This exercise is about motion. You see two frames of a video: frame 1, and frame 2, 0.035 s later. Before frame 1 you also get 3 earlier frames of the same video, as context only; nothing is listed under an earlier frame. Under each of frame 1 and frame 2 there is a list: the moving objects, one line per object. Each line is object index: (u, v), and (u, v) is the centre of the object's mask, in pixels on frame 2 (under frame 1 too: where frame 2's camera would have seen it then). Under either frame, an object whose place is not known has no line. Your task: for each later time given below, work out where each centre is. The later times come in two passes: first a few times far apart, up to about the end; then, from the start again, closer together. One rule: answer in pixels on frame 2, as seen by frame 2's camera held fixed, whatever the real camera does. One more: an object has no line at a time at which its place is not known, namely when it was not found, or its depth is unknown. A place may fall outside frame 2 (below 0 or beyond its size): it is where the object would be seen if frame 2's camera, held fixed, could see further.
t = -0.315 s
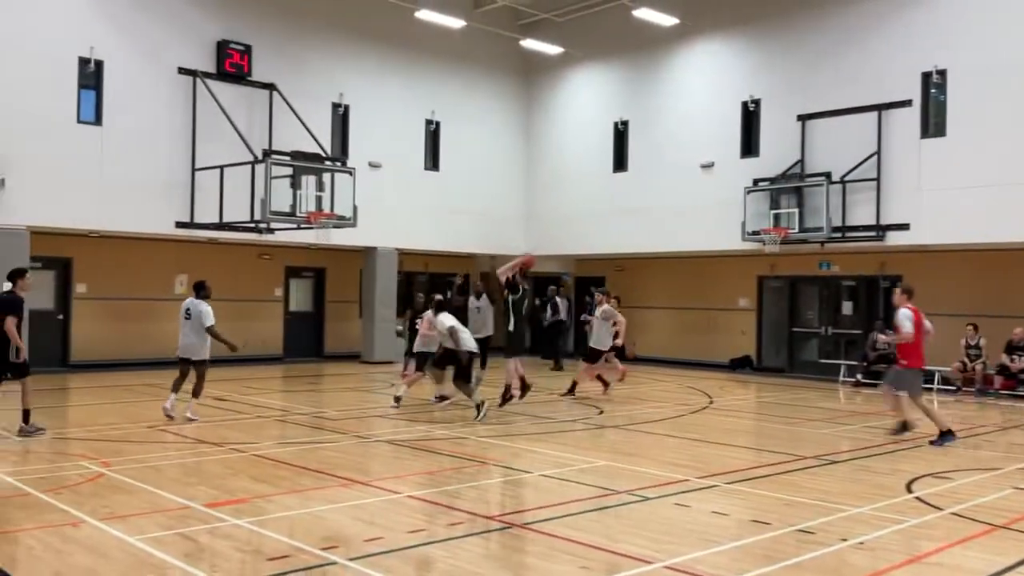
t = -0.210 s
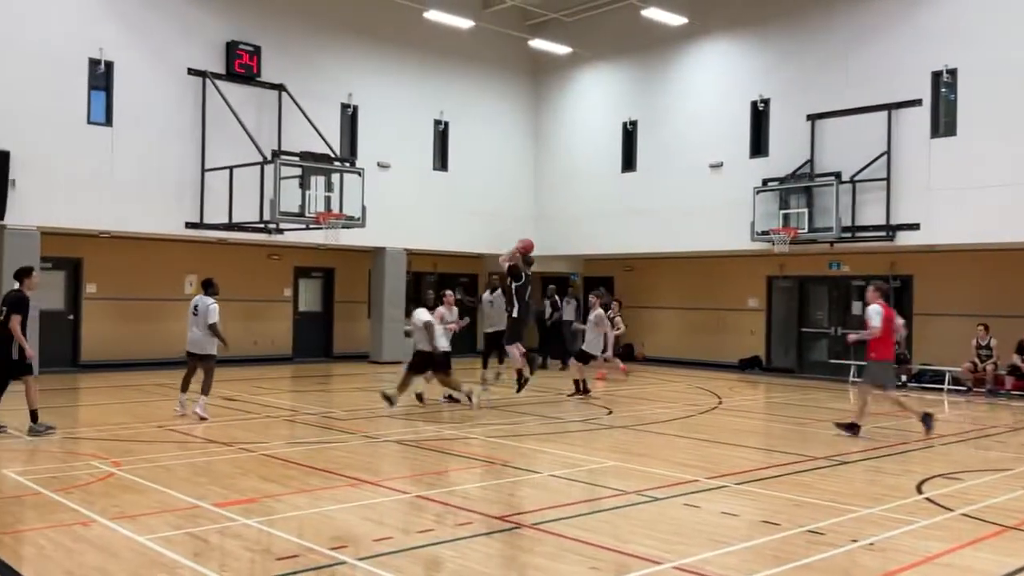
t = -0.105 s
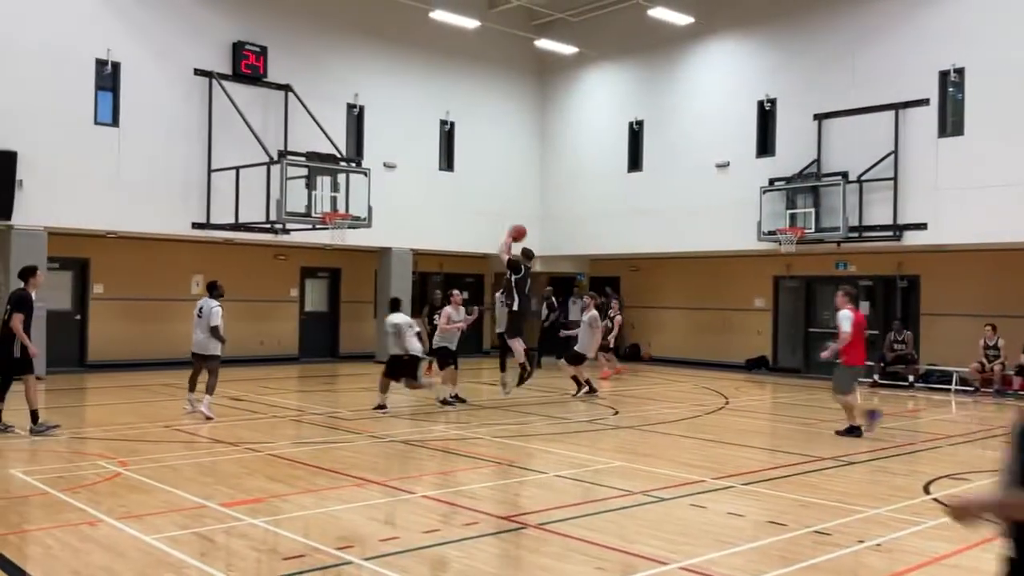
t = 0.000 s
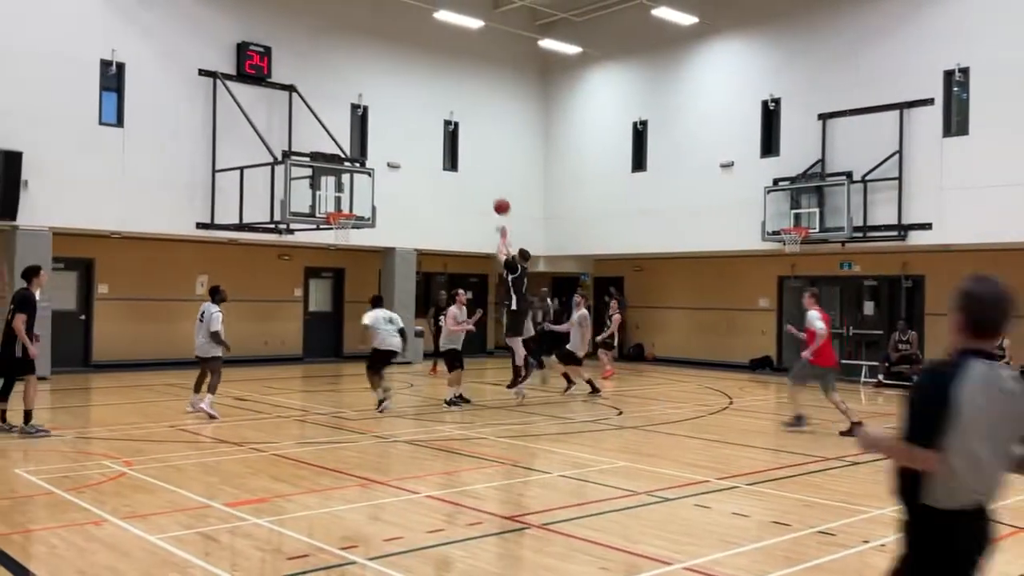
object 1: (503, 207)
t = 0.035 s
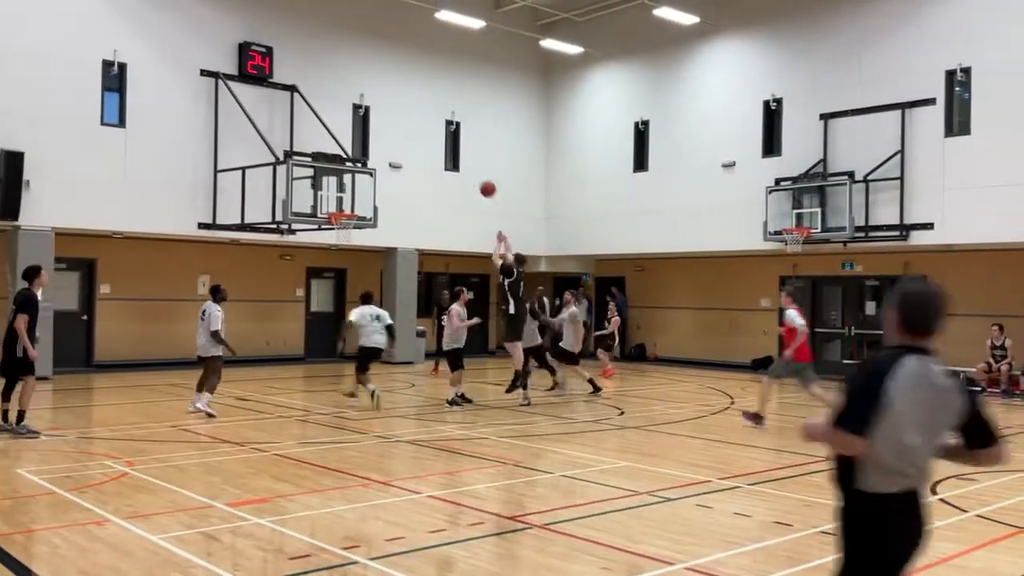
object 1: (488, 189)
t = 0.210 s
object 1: (452, 161)
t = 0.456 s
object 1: (406, 154)
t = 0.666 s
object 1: (367, 178)
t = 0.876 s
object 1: (342, 200)
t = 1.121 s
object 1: (329, 158)
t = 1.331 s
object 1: (317, 145)
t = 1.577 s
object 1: (303, 161)
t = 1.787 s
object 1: (288, 206)
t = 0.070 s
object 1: (480, 181)
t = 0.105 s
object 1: (473, 175)
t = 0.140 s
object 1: (466, 170)
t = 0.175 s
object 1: (459, 165)
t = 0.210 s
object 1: (452, 161)
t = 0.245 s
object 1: (445, 159)
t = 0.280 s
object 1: (437, 156)
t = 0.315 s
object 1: (431, 154)
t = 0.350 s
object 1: (425, 153)
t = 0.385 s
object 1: (418, 153)
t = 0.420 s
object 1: (412, 153)
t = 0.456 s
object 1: (406, 154)
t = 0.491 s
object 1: (400, 156)
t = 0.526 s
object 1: (394, 159)
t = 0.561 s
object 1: (389, 161)
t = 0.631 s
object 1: (373, 173)
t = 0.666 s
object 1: (367, 178)
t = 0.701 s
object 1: (362, 184)
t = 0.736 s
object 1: (357, 190)
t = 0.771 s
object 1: (352, 197)
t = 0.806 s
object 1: (346, 205)
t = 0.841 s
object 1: (343, 209)
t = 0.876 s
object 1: (342, 200)
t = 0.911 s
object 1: (340, 193)
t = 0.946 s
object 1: (338, 186)
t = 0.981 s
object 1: (337, 179)
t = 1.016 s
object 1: (335, 173)
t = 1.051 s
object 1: (335, 169)
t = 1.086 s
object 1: (332, 164)
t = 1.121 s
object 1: (329, 158)
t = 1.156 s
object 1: (328, 154)
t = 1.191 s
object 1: (326, 152)
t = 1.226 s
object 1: (324, 149)
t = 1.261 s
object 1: (321, 145)
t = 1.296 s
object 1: (319, 145)
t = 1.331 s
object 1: (317, 145)
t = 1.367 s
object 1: (315, 145)
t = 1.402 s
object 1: (313, 146)
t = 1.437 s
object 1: (311, 147)
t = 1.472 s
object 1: (310, 149)
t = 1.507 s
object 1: (308, 153)
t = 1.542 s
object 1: (305, 158)
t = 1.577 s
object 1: (303, 161)
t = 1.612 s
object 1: (300, 167)
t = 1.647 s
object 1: (298, 173)
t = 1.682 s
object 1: (297, 180)
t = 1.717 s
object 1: (295, 188)
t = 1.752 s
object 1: (292, 197)
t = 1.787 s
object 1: (288, 206)
